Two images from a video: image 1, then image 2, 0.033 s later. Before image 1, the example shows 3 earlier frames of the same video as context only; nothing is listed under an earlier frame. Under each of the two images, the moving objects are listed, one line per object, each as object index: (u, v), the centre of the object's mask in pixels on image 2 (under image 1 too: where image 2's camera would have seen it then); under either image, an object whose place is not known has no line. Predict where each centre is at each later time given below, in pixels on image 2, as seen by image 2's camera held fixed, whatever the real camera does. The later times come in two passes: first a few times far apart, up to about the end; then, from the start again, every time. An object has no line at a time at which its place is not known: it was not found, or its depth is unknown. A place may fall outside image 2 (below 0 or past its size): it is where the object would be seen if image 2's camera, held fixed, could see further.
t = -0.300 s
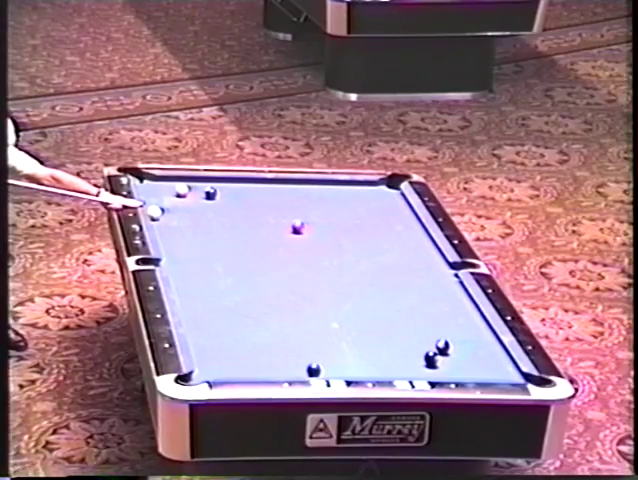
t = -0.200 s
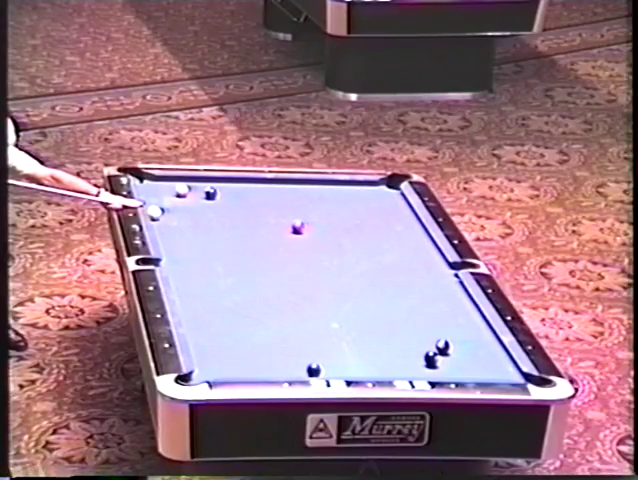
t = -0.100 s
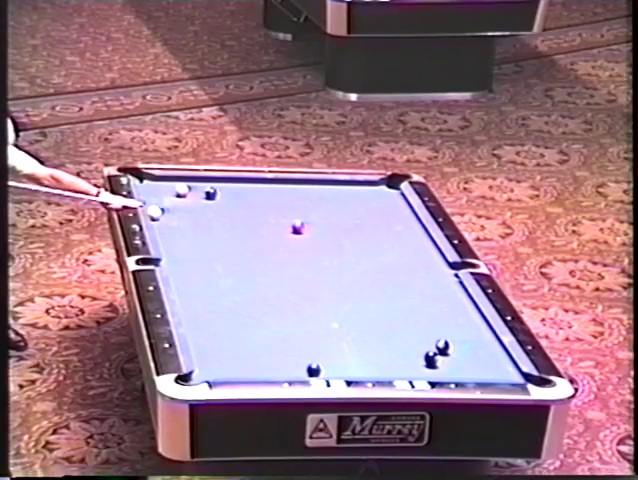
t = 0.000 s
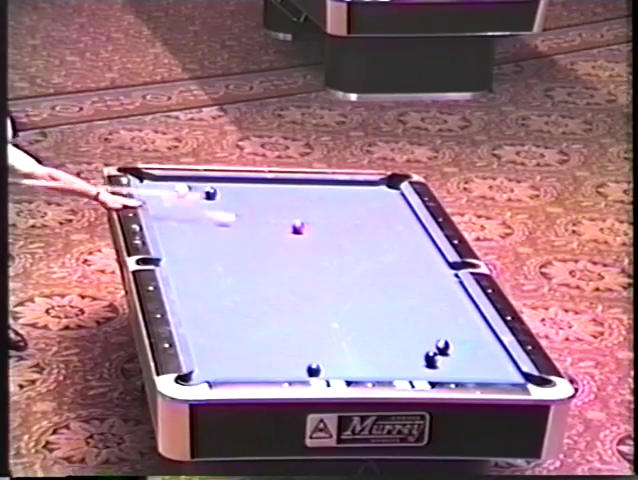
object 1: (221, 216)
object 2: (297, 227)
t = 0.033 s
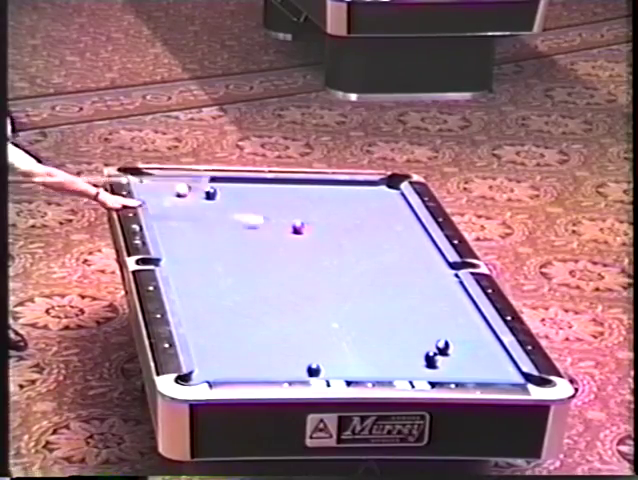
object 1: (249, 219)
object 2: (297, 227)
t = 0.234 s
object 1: (296, 219)
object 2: (420, 246)
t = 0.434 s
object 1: (321, 216)
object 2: (353, 251)
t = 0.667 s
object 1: (371, 215)
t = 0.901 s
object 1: (403, 215)
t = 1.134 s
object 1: (371, 213)
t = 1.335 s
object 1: (347, 212)
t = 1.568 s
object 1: (319, 210)
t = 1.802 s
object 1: (292, 209)
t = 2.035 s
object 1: (266, 207)
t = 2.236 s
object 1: (245, 206)
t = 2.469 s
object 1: (221, 204)
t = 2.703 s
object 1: (197, 203)
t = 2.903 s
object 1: (178, 202)
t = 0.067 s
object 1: (277, 223)
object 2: (297, 227)
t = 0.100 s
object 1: (287, 220)
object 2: (318, 231)
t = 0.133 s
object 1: (289, 219)
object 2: (344, 235)
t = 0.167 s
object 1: (290, 220)
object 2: (369, 238)
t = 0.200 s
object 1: (293, 220)
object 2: (394, 242)
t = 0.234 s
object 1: (296, 219)
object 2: (420, 246)
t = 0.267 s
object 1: (298, 218)
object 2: (426, 247)
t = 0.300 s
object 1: (302, 218)
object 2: (411, 248)
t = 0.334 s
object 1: (306, 217)
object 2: (395, 248)
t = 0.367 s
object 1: (311, 217)
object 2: (381, 249)
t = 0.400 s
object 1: (316, 217)
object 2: (366, 251)
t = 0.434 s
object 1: (321, 216)
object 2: (353, 251)
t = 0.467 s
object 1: (327, 215)
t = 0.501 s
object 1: (334, 215)
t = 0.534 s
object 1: (341, 216)
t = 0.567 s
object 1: (348, 216)
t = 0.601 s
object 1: (356, 215)
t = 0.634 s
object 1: (364, 215)
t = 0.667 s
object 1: (371, 215)
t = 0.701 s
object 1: (379, 215)
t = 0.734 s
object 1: (386, 215)
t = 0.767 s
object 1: (394, 215)
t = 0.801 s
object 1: (402, 215)
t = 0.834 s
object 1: (409, 215)
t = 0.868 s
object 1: (408, 215)
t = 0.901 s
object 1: (403, 215)
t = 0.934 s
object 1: (398, 215)
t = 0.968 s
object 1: (393, 215)
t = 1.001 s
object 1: (388, 214)
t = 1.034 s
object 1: (384, 214)
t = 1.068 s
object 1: (380, 214)
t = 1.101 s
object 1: (375, 213)
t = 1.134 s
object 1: (371, 213)
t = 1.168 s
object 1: (367, 213)
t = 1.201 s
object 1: (363, 213)
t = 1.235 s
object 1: (359, 212)
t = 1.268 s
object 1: (355, 212)
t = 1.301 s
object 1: (350, 212)
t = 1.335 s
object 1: (347, 212)
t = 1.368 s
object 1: (343, 212)
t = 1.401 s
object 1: (338, 211)
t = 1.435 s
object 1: (334, 211)
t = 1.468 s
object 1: (330, 211)
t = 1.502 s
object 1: (326, 211)
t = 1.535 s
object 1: (323, 210)
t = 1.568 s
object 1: (319, 210)
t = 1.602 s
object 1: (315, 210)
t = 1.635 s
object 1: (311, 210)
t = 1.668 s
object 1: (307, 209)
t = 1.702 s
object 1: (303, 209)
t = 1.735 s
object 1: (299, 209)
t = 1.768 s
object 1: (296, 209)
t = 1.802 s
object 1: (292, 209)
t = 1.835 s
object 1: (288, 208)
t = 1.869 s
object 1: (284, 208)
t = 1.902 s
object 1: (281, 208)
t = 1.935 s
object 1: (277, 208)
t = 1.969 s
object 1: (273, 207)
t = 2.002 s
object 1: (270, 207)
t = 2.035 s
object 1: (266, 207)
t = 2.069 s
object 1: (262, 207)
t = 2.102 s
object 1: (259, 207)
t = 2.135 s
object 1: (256, 206)
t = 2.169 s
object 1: (251, 206)
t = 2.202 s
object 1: (248, 206)
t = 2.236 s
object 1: (245, 206)
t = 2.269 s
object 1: (241, 206)
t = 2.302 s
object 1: (238, 205)
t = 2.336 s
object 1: (234, 205)
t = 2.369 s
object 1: (231, 205)
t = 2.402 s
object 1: (227, 205)
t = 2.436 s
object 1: (224, 204)
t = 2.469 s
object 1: (221, 204)
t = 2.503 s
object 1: (218, 204)
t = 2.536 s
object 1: (214, 204)
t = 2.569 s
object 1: (210, 204)
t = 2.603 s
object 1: (207, 203)
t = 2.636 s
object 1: (203, 203)
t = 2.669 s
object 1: (200, 203)
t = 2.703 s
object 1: (197, 203)
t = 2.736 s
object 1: (194, 203)
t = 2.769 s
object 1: (191, 202)
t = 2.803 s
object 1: (188, 203)
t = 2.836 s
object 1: (185, 202)
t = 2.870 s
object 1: (182, 202)
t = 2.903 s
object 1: (178, 202)
